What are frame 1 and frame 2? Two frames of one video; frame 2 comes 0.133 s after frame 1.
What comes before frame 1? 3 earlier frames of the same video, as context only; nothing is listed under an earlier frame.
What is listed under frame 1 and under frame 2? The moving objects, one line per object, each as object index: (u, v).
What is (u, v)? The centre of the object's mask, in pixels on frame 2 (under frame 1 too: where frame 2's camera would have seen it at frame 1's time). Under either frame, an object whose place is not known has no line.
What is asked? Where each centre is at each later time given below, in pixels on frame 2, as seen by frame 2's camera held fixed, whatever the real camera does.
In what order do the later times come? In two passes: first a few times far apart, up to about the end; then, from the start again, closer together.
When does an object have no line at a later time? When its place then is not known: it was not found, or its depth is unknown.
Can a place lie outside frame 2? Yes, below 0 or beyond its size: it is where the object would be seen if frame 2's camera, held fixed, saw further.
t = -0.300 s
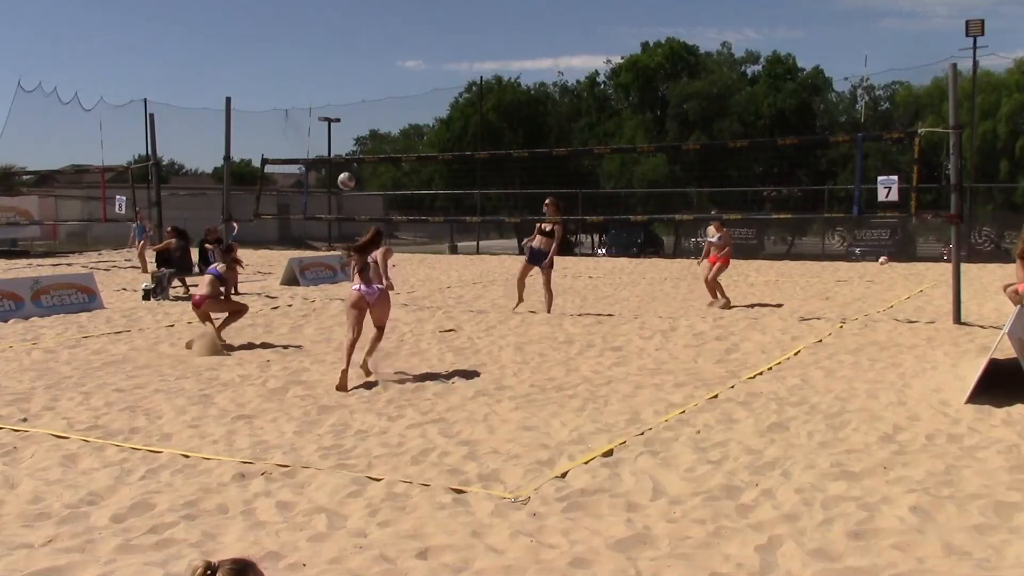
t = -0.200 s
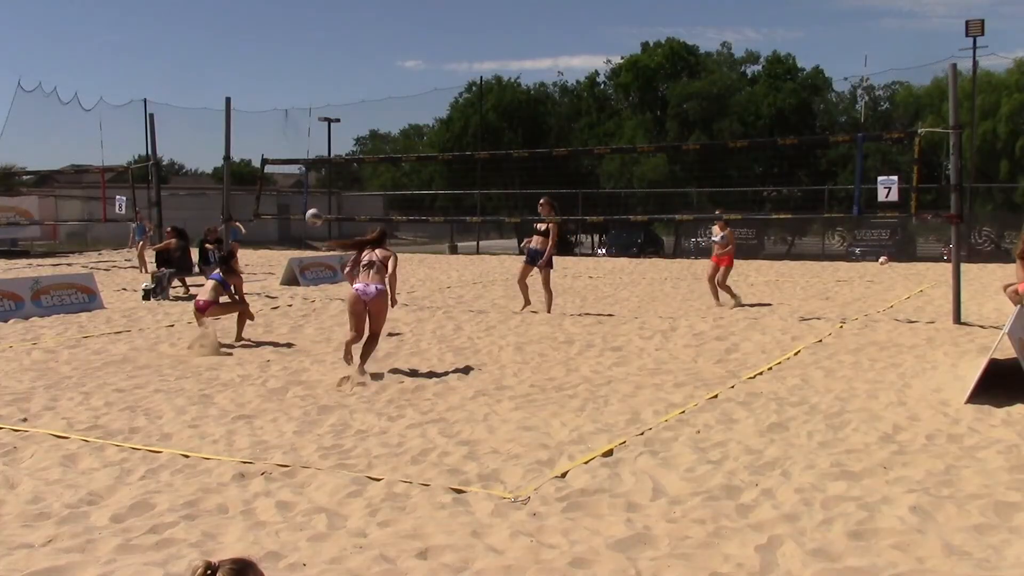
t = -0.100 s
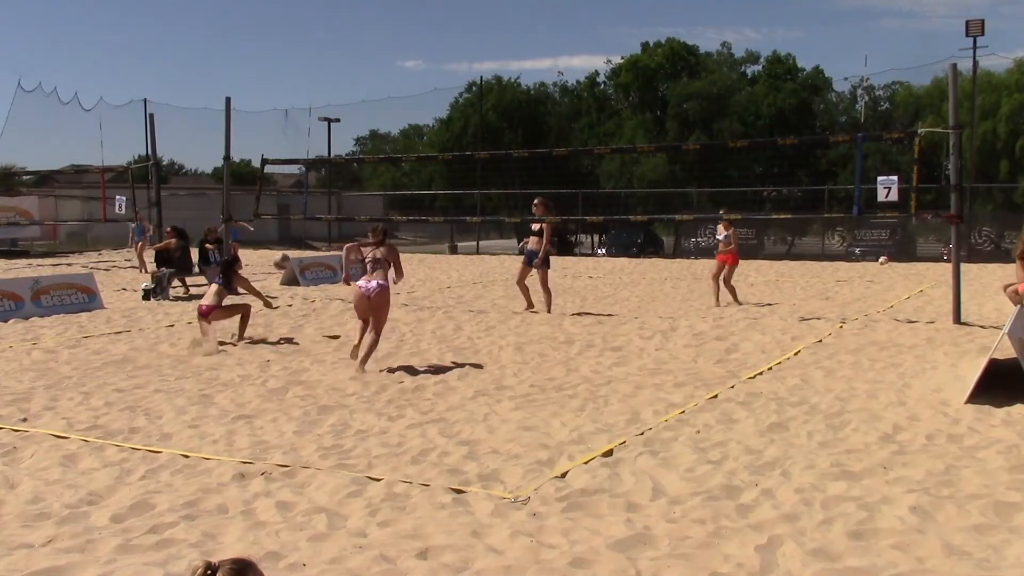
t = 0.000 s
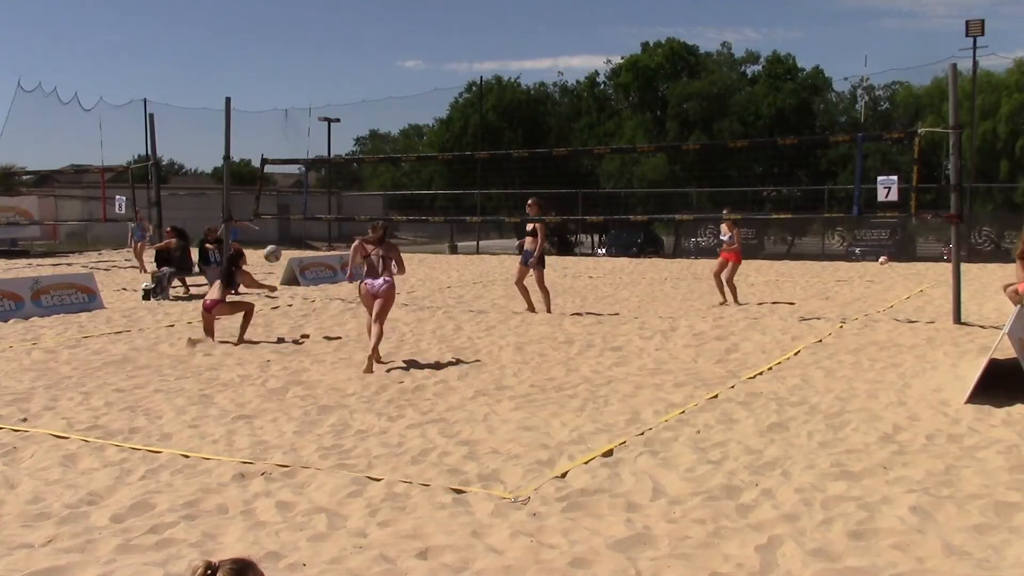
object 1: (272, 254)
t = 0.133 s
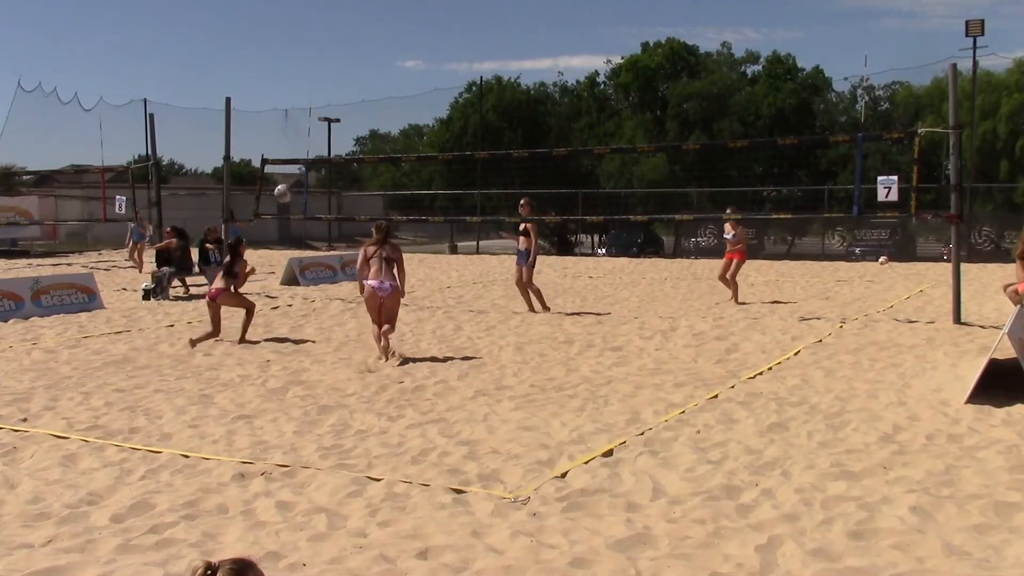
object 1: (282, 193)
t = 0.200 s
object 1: (290, 168)
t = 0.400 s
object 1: (306, 114)
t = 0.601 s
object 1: (323, 92)
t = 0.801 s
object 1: (340, 103)
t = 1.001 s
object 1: (356, 146)
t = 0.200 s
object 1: (290, 168)
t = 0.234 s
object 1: (293, 157)
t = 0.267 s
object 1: (295, 146)
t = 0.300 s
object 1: (298, 136)
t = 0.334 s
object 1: (301, 128)
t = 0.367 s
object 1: (304, 120)
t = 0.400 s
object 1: (306, 114)
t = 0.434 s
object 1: (309, 108)
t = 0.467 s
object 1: (312, 103)
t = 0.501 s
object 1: (315, 99)
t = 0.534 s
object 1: (317, 96)
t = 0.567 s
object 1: (320, 94)
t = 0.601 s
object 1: (323, 92)
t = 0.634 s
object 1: (326, 91)
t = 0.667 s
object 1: (329, 92)
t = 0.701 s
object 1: (331, 93)
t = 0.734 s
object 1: (334, 95)
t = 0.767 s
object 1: (337, 99)
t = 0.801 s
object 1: (340, 103)
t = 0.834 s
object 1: (343, 107)
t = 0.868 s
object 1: (345, 114)
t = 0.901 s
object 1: (348, 120)
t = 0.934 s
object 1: (351, 127)
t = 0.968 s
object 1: (353, 136)
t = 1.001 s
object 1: (356, 146)
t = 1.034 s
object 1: (358, 155)
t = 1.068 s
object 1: (361, 166)
